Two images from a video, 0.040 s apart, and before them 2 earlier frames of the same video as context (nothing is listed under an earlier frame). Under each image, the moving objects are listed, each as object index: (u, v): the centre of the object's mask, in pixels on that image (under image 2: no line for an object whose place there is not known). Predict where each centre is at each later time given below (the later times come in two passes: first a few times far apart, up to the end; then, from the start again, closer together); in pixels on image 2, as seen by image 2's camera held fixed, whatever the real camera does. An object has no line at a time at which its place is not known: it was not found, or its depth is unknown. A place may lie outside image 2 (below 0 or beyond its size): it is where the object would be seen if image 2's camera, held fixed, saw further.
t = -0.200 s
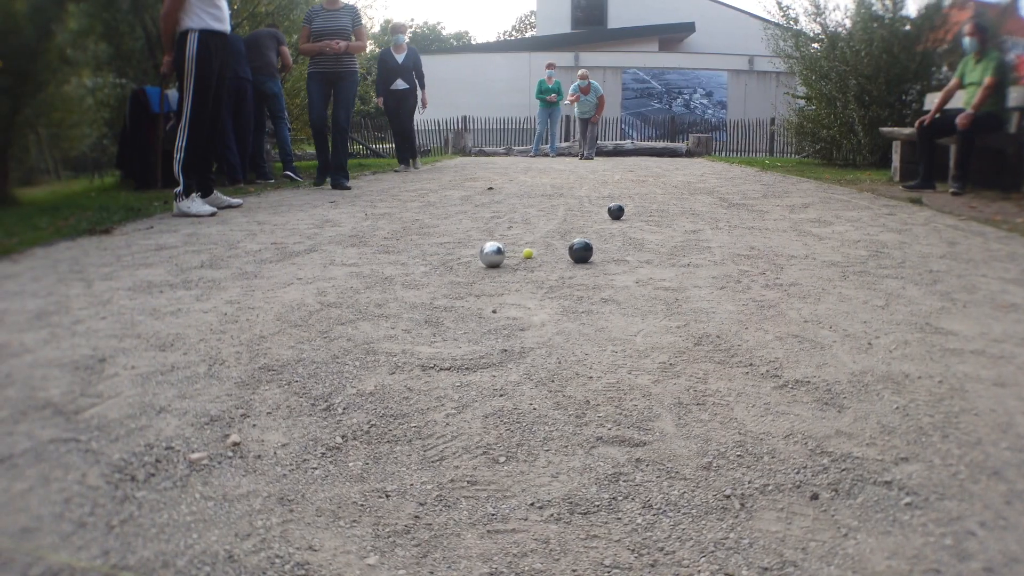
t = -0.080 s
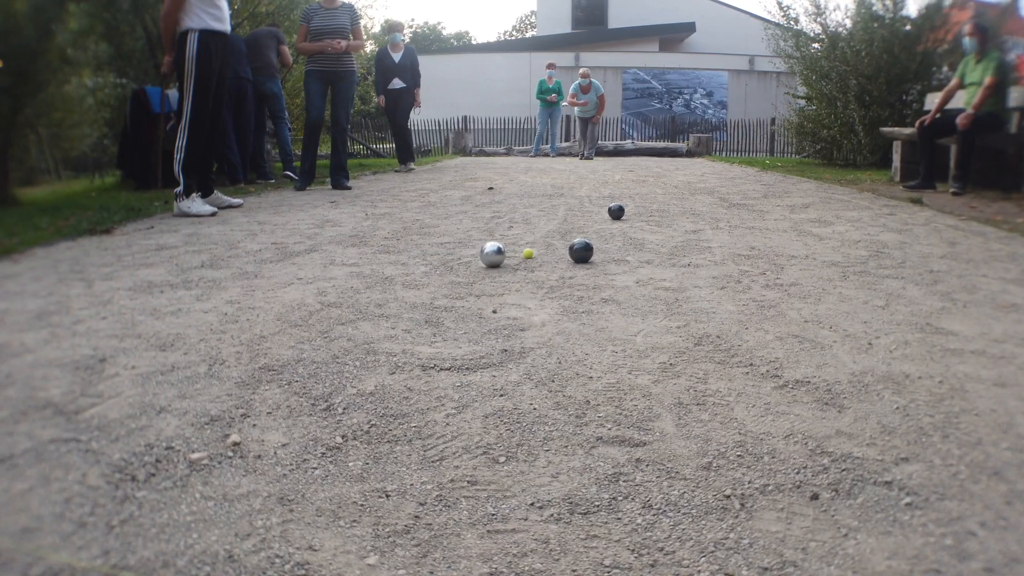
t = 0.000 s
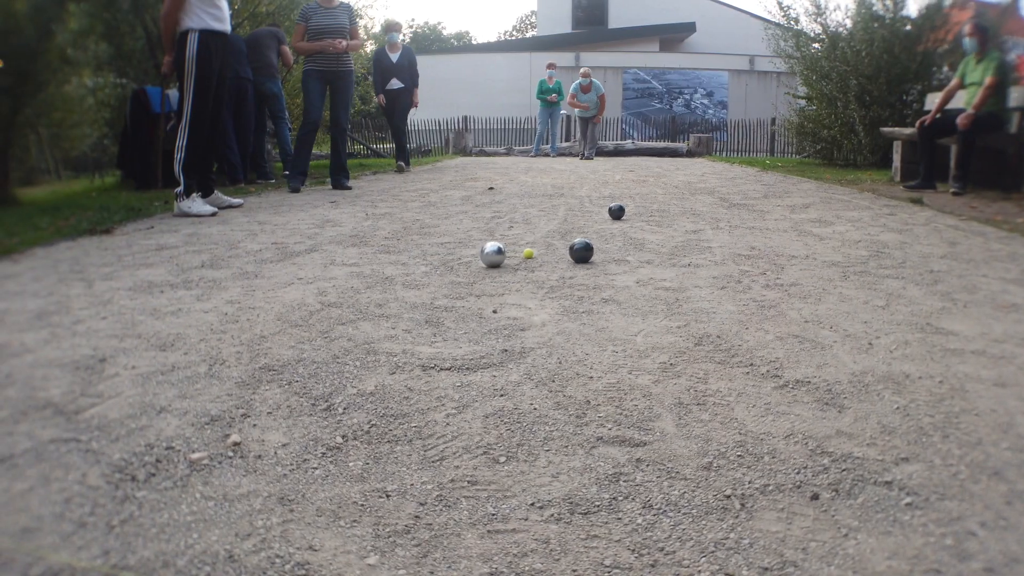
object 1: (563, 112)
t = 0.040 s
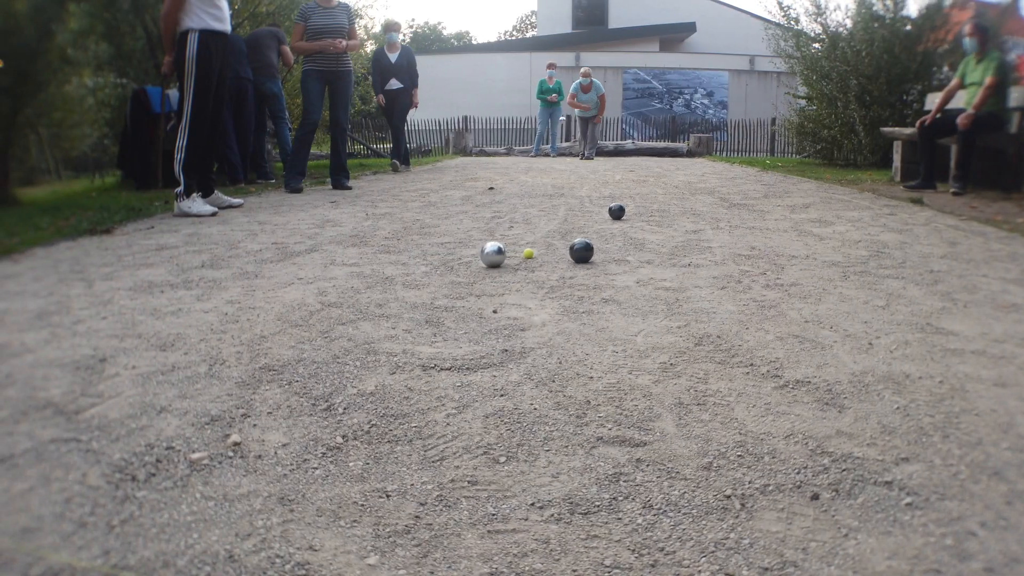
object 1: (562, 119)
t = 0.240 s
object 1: (557, 168)
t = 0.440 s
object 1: (556, 171)
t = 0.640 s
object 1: (554, 176)
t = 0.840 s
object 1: (548, 178)
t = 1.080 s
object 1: (541, 182)
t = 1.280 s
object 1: (534, 188)
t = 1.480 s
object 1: (525, 192)
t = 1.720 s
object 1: (508, 199)
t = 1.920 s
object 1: (493, 200)
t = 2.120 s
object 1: (476, 210)
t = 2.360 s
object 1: (451, 220)
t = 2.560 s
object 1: (429, 228)
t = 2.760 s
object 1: (403, 238)
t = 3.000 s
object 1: (371, 252)
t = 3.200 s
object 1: (344, 262)
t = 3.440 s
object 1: (312, 272)
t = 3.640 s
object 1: (288, 281)
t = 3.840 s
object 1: (263, 288)
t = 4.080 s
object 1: (242, 293)
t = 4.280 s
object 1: (228, 298)
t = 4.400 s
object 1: (224, 300)
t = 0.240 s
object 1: (557, 168)
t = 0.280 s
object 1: (557, 168)
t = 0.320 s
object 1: (557, 169)
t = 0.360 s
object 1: (557, 171)
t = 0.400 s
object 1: (556, 171)
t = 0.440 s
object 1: (556, 171)
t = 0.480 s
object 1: (556, 172)
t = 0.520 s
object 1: (555, 173)
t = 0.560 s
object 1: (555, 173)
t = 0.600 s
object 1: (554, 175)
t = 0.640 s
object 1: (554, 176)
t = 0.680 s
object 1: (553, 176)
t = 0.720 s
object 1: (552, 176)
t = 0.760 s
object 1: (551, 176)
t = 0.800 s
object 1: (549, 177)
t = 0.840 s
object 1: (548, 178)
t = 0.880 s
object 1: (547, 179)
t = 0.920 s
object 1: (546, 179)
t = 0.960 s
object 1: (545, 179)
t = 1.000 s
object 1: (544, 181)
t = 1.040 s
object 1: (542, 182)
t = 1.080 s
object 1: (541, 182)
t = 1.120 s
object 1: (539, 183)
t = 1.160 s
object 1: (538, 184)
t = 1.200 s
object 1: (537, 185)
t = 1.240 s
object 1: (535, 186)
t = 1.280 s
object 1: (534, 188)
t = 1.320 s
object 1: (533, 188)
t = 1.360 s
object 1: (531, 188)
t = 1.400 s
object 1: (529, 190)
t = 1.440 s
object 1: (527, 192)
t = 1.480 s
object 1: (525, 192)
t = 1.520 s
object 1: (523, 192)
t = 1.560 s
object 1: (520, 193)
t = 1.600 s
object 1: (517, 196)
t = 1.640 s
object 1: (515, 197)
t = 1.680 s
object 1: (511, 198)
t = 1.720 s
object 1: (508, 199)
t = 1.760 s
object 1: (505, 200)
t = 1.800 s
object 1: (502, 201)
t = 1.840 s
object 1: (499, 201)
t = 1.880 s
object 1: (496, 203)
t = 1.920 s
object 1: (493, 200)
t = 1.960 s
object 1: (490, 200)
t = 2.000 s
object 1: (487, 204)
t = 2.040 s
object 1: (483, 207)
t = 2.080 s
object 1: (480, 209)
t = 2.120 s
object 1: (476, 210)
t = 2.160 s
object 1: (472, 211)
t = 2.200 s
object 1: (467, 213)
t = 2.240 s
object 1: (463, 215)
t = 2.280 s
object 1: (459, 215)
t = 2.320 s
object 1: (455, 217)
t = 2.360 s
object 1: (451, 220)
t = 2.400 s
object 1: (447, 222)
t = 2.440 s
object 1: (444, 223)
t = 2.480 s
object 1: (439, 225)
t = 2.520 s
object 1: (434, 227)
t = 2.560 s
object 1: (429, 228)
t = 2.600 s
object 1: (425, 231)
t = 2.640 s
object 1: (420, 233)
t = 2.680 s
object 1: (414, 235)
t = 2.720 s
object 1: (409, 237)
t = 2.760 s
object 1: (403, 238)
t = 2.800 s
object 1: (398, 241)
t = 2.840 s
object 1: (392, 244)
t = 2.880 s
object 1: (386, 246)
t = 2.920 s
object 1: (381, 248)
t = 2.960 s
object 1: (375, 249)
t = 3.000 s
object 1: (371, 252)
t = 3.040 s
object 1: (365, 255)
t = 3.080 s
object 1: (360, 257)
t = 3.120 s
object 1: (355, 259)
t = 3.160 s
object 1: (350, 260)
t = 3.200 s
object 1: (344, 262)
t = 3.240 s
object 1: (339, 264)
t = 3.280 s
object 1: (333, 266)
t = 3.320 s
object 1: (327, 267)
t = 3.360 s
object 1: (322, 269)
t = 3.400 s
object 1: (317, 270)
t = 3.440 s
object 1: (312, 272)
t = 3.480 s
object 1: (307, 274)
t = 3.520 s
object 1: (302, 275)
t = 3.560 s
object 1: (298, 277)
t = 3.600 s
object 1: (293, 279)
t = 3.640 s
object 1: (288, 281)
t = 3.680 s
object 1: (283, 282)
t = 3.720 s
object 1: (278, 283)
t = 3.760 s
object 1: (273, 285)
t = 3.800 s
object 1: (268, 286)
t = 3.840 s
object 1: (263, 288)
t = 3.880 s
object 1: (258, 289)
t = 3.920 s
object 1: (254, 290)
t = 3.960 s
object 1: (250, 291)
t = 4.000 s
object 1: (247, 291)
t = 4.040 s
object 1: (244, 292)
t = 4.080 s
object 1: (242, 293)
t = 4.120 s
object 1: (240, 293)
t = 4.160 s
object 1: (237, 294)
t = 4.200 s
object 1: (234, 296)
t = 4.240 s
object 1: (231, 297)
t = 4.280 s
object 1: (228, 298)
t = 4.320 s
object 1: (227, 298)
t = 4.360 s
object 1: (225, 299)
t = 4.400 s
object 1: (224, 300)
